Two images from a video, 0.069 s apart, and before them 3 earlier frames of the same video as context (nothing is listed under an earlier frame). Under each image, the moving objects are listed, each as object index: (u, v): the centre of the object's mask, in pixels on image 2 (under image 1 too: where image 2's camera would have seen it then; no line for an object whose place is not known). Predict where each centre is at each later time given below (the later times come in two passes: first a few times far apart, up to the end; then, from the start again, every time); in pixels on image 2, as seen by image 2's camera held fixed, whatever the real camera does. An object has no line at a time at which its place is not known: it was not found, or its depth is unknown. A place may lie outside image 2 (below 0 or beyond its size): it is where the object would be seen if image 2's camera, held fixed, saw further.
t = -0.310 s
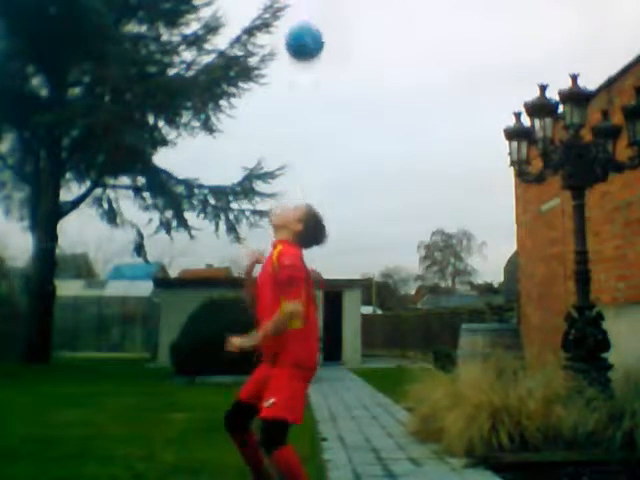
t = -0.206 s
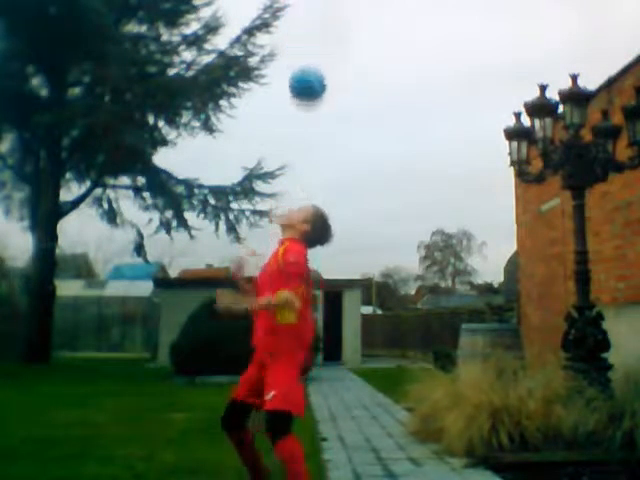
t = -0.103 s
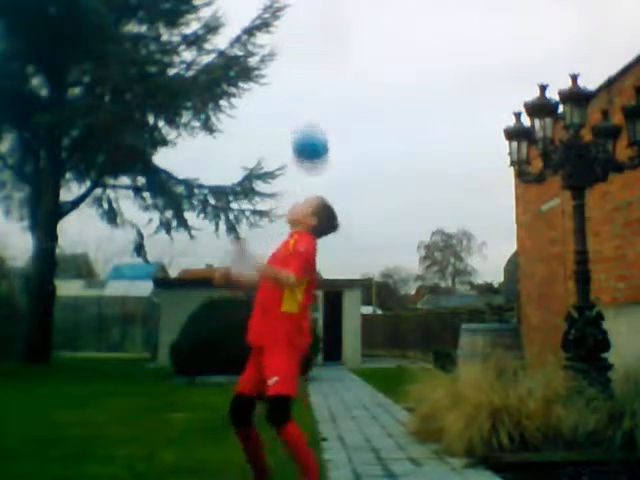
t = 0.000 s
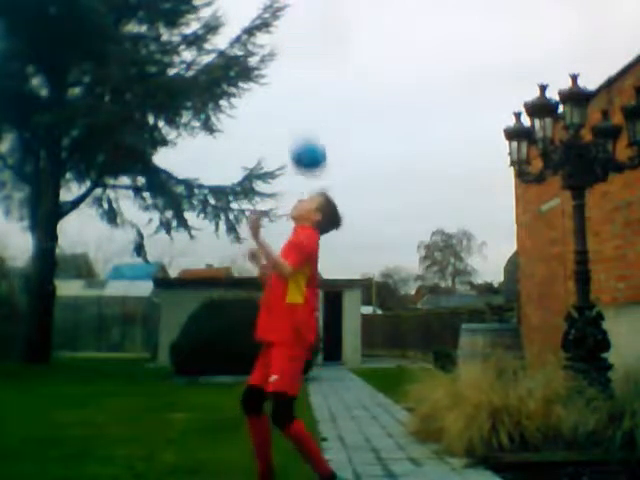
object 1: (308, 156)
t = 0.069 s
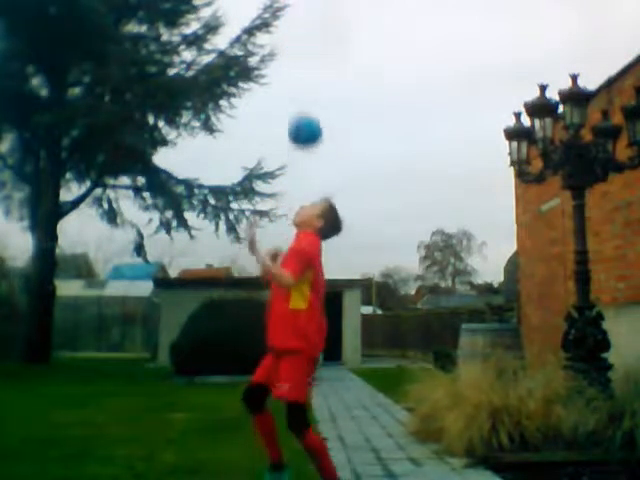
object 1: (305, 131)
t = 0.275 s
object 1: (294, 106)
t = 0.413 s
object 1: (287, 127)
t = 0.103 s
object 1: (303, 121)
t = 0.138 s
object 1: (301, 114)
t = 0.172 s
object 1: (299, 109)
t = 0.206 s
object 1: (297, 106)
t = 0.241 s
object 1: (295, 105)
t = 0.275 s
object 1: (294, 106)
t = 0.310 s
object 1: (292, 108)
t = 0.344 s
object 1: (290, 113)
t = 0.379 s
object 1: (289, 118)
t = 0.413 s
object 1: (287, 127)
